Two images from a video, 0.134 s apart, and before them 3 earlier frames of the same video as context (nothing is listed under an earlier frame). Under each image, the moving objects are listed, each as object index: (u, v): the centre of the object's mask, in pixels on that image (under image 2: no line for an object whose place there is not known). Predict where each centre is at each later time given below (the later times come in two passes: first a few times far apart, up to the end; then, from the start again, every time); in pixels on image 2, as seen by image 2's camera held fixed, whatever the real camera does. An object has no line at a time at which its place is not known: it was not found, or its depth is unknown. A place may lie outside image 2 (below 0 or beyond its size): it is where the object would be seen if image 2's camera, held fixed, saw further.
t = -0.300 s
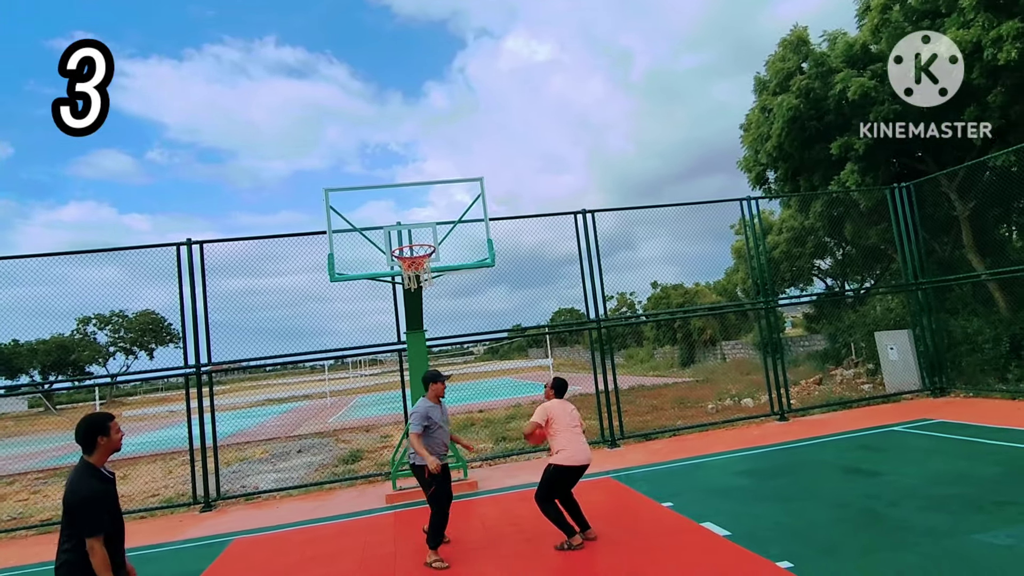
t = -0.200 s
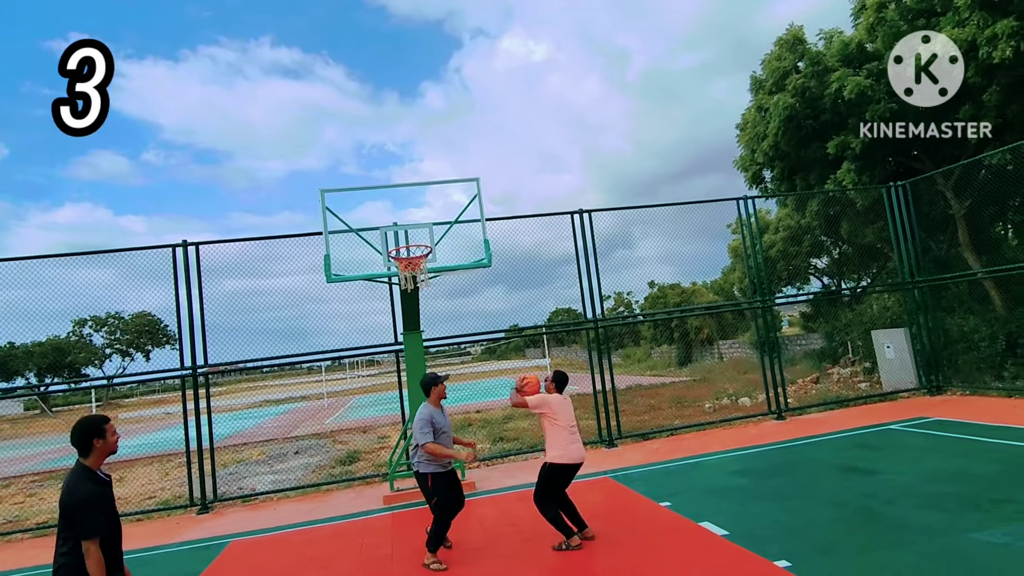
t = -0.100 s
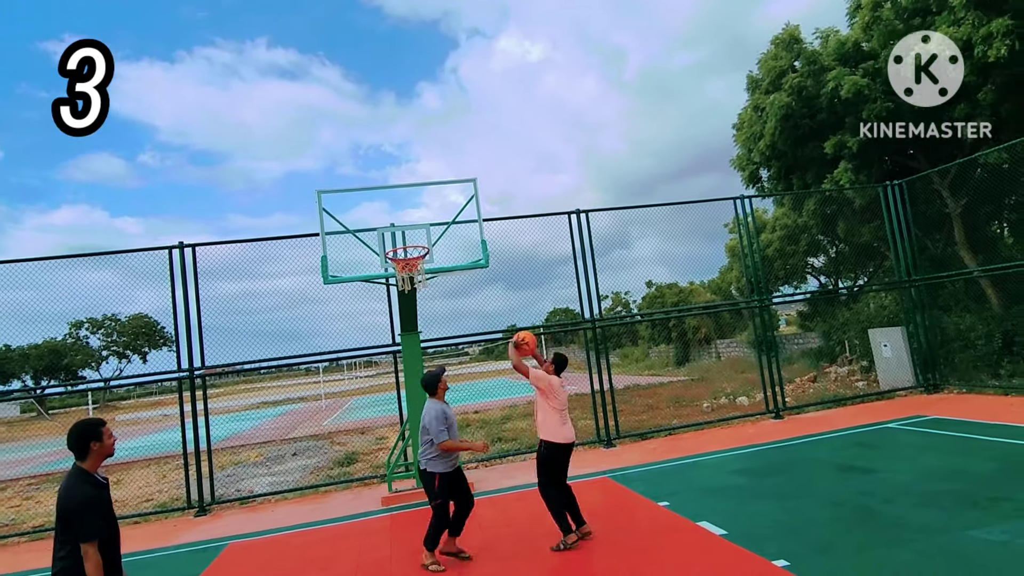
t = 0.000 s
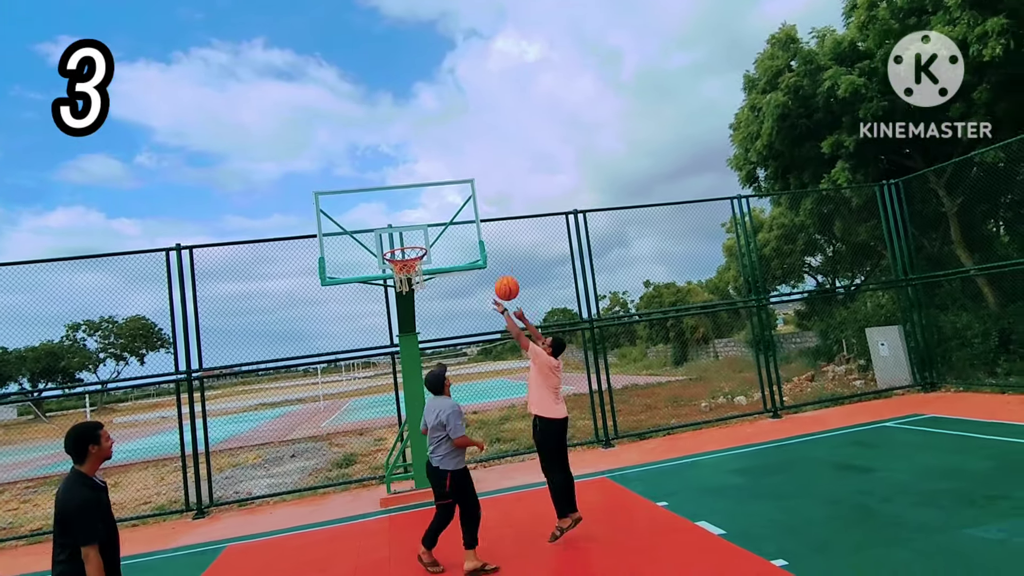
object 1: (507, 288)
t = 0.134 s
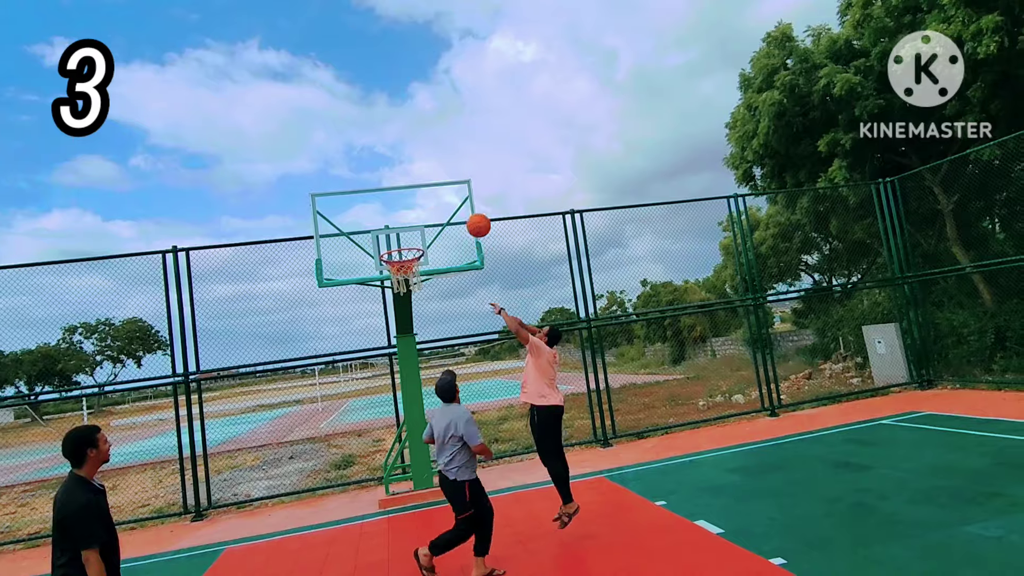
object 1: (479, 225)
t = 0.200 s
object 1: (467, 201)
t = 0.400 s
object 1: (438, 156)
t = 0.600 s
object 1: (415, 149)
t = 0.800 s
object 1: (397, 177)
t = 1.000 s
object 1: (384, 239)
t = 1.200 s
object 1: (405, 219)
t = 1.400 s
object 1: (426, 215)
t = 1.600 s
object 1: (448, 237)
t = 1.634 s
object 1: (453, 245)
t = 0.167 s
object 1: (473, 213)
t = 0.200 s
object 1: (467, 201)
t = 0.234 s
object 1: (462, 191)
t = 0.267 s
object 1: (457, 182)
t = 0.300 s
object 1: (452, 174)
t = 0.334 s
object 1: (447, 166)
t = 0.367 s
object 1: (442, 161)
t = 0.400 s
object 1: (438, 156)
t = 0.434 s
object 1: (434, 152)
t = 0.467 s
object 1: (430, 150)
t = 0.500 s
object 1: (426, 148)
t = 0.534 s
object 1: (422, 148)
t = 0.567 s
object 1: (418, 148)
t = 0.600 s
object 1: (415, 149)
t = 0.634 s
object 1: (411, 151)
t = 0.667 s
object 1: (408, 155)
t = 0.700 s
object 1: (405, 159)
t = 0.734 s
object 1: (402, 164)
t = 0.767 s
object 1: (399, 170)
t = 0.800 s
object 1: (397, 177)
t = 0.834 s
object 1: (394, 185)
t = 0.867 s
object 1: (392, 194)
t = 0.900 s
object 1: (390, 204)
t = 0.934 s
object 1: (388, 215)
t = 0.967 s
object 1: (386, 227)
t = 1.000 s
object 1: (384, 239)
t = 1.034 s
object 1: (384, 243)
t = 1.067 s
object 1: (389, 236)
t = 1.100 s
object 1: (393, 231)
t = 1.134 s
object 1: (397, 225)
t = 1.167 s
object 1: (401, 222)
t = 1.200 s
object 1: (405, 219)
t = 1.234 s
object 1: (409, 217)
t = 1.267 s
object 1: (413, 216)
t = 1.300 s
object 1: (417, 216)
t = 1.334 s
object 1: (420, 215)
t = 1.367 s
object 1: (423, 215)
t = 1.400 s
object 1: (426, 215)
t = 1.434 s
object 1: (430, 216)
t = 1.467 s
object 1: (433, 218)
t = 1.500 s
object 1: (436, 221)
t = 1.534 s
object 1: (440, 226)
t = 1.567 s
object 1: (444, 231)
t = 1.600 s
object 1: (448, 237)
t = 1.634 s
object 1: (453, 245)
